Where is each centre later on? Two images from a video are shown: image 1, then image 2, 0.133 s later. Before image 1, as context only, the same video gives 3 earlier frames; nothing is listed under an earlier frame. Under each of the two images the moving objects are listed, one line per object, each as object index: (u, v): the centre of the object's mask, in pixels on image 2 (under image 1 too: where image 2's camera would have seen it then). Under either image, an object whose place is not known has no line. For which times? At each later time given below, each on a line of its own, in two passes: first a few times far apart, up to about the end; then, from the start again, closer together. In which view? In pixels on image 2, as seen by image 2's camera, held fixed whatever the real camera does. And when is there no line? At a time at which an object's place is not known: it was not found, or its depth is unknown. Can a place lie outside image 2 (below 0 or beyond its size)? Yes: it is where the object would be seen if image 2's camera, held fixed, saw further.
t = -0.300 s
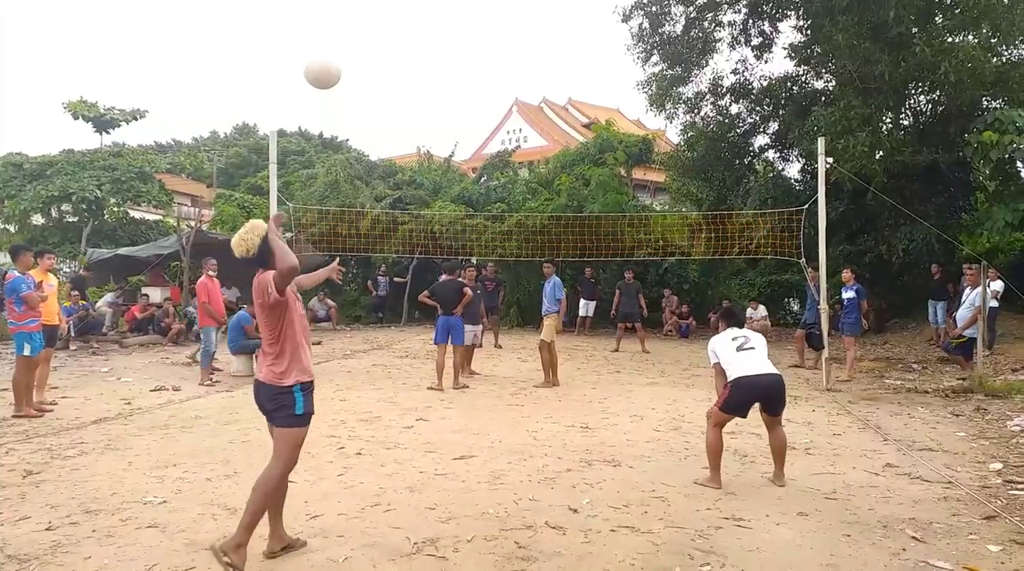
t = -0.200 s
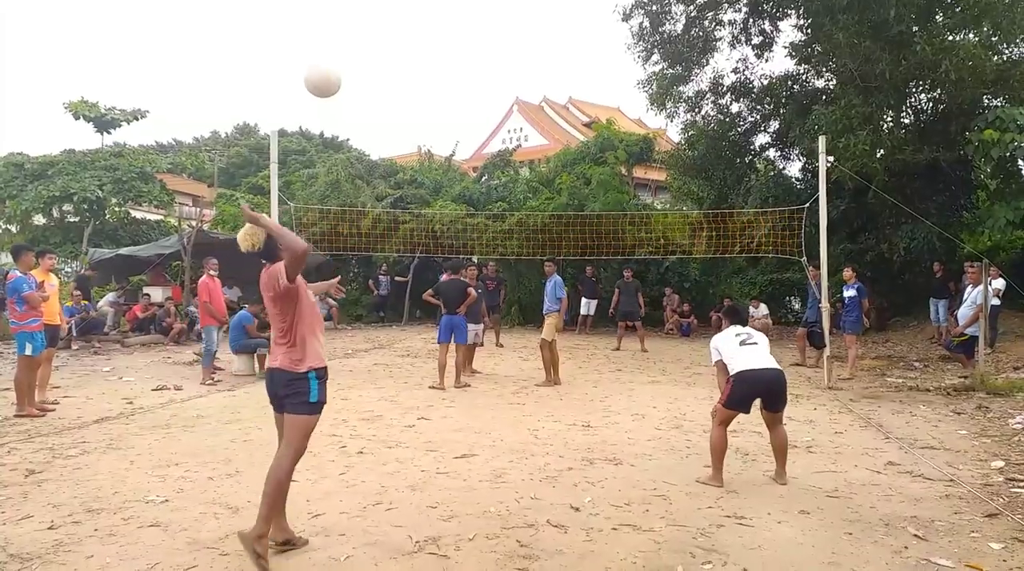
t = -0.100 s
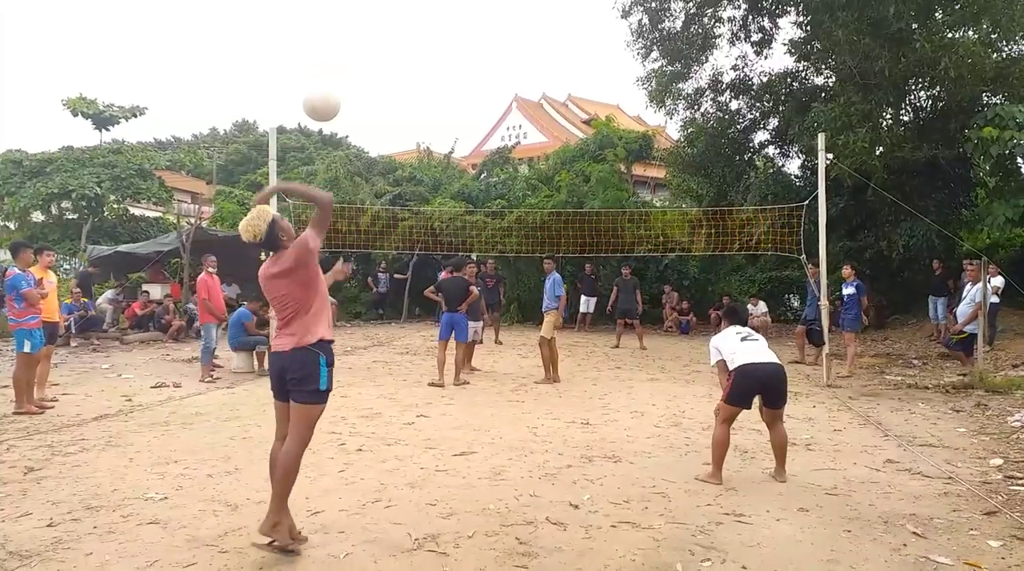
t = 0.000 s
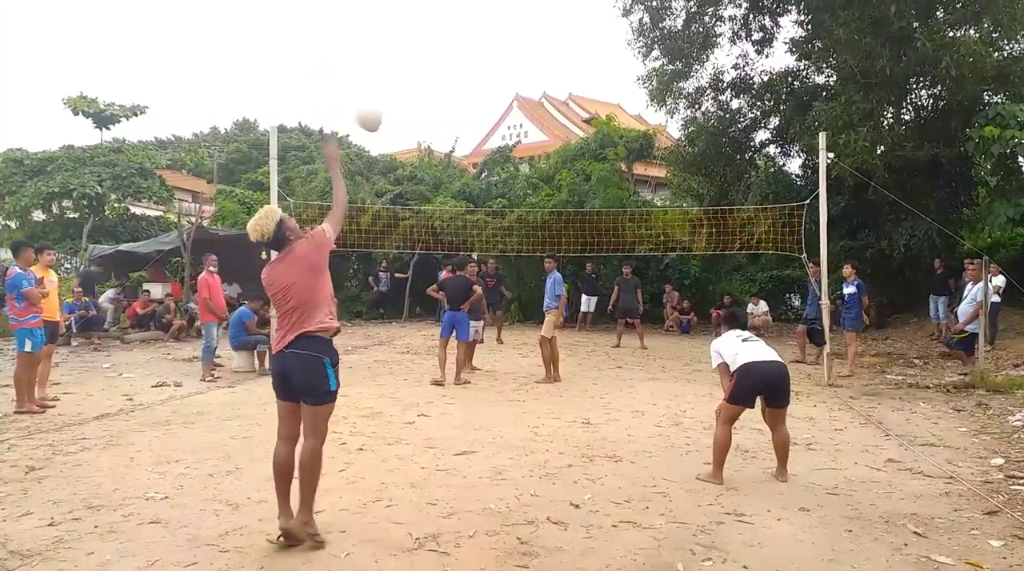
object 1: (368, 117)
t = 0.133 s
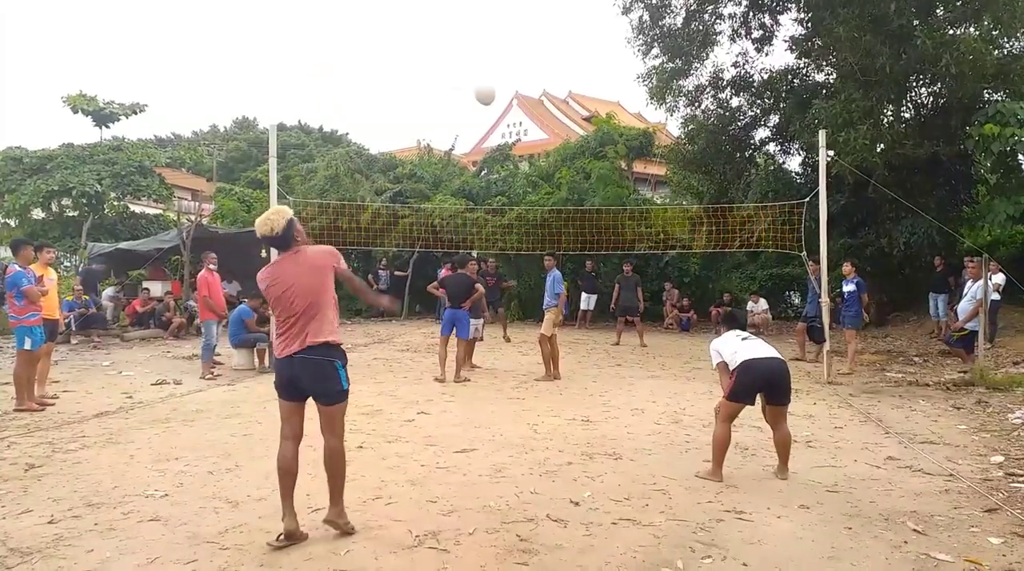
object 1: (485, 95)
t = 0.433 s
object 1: (622, 122)
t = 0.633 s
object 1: (670, 174)
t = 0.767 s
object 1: (690, 214)
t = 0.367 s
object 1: (601, 108)
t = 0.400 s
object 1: (611, 115)
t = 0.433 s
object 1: (622, 122)
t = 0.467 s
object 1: (632, 130)
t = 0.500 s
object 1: (641, 138)
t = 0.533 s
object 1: (649, 146)
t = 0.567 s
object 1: (656, 155)
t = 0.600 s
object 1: (663, 164)
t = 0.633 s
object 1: (670, 174)
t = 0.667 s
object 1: (675, 184)
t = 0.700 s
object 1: (681, 194)
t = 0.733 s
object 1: (686, 203)
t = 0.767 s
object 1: (690, 214)
